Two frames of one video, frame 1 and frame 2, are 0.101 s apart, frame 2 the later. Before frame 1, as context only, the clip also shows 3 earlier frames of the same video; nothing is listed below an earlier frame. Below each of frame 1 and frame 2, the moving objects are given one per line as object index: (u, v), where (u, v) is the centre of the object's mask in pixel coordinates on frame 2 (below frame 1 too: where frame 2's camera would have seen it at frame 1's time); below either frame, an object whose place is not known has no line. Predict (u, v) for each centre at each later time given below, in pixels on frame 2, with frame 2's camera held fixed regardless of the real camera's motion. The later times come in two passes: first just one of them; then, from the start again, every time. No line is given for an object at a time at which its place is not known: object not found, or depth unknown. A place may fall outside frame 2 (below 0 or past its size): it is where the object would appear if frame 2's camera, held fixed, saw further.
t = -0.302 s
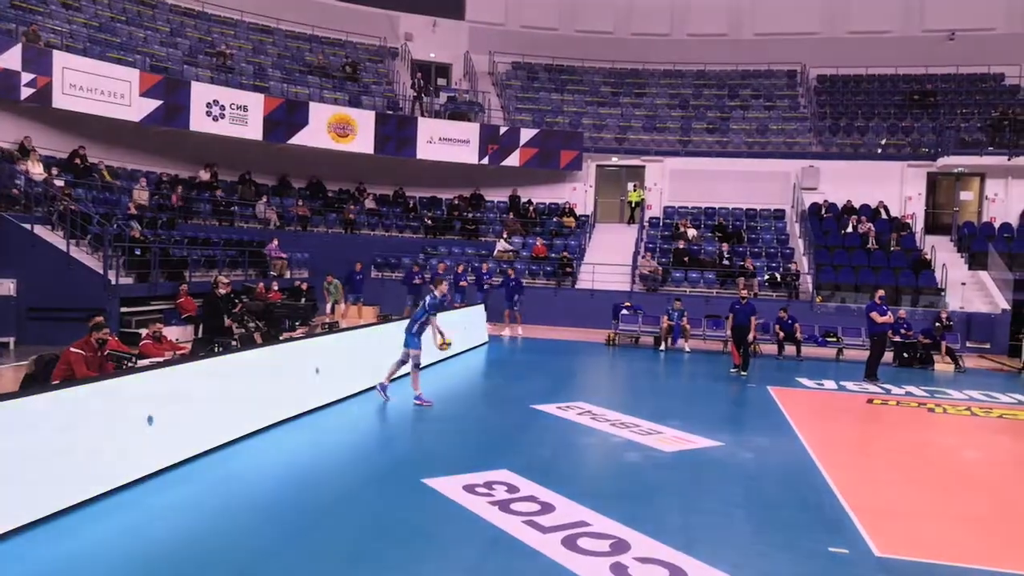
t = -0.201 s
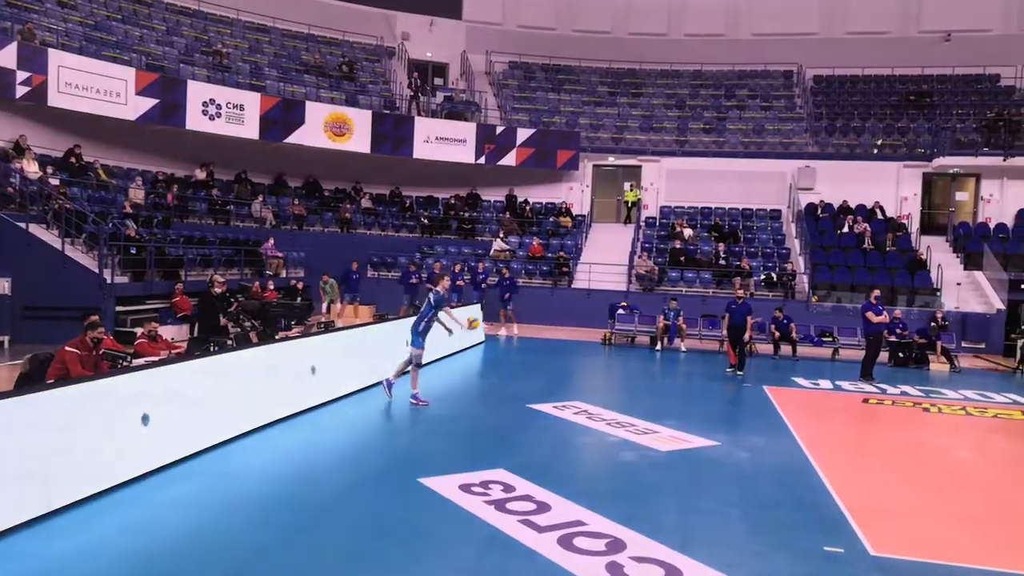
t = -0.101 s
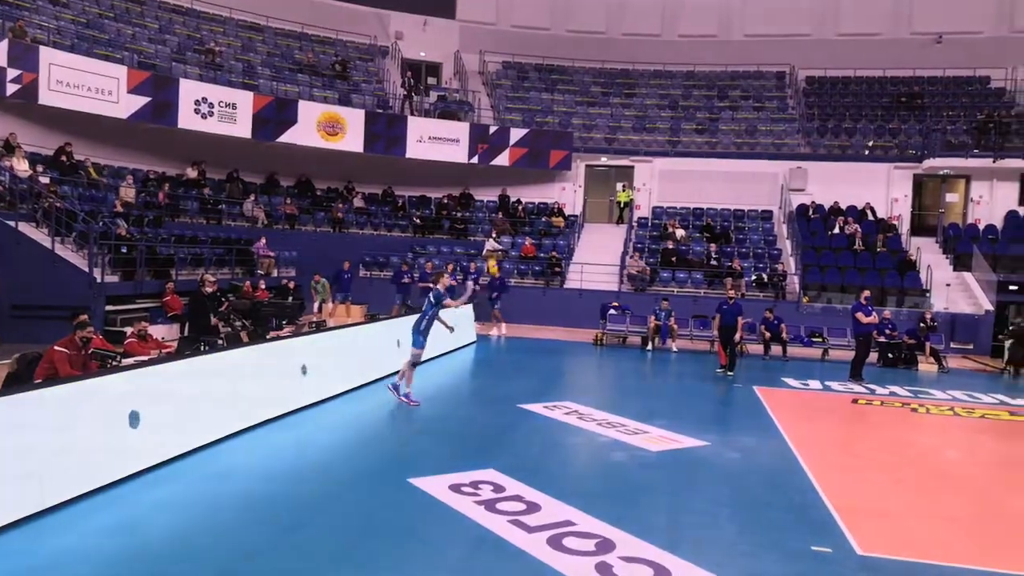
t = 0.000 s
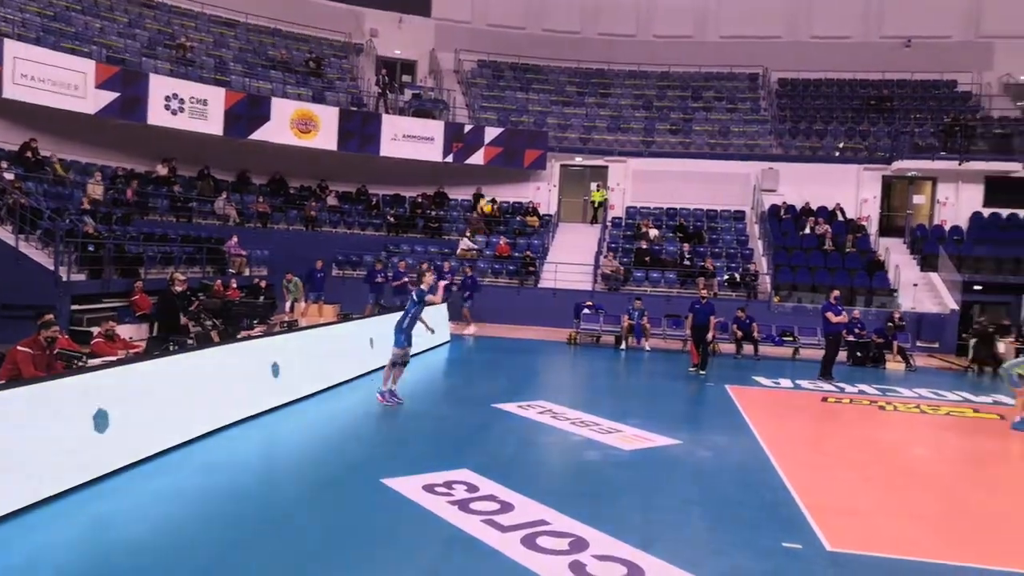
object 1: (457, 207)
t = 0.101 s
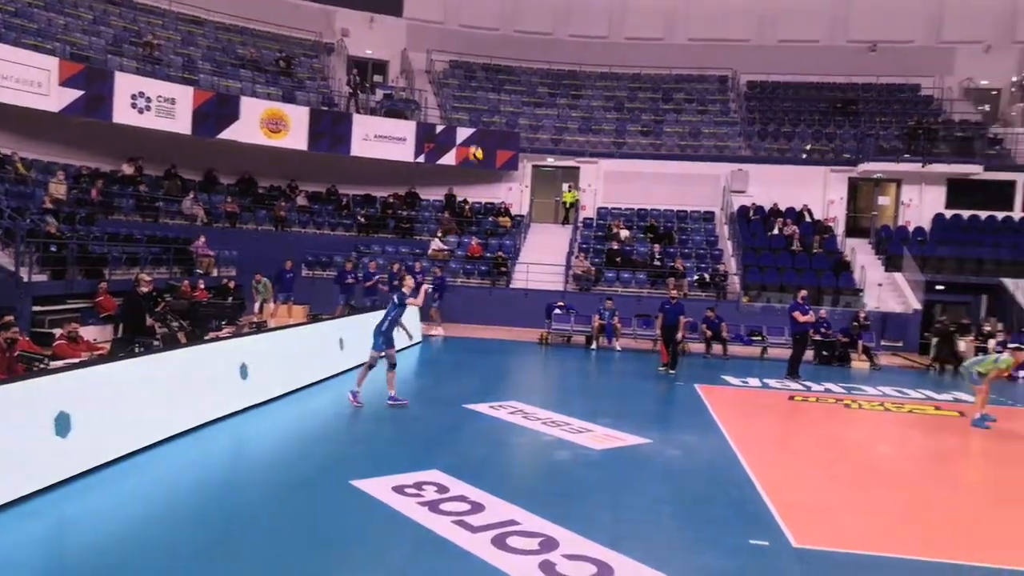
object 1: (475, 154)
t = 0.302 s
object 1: (513, 67)
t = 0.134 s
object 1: (481, 137)
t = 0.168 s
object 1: (487, 122)
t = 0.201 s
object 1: (493, 107)
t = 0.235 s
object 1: (500, 93)
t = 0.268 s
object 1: (506, 80)
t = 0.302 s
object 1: (513, 67)
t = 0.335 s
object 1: (519, 56)
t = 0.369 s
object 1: (527, 44)
